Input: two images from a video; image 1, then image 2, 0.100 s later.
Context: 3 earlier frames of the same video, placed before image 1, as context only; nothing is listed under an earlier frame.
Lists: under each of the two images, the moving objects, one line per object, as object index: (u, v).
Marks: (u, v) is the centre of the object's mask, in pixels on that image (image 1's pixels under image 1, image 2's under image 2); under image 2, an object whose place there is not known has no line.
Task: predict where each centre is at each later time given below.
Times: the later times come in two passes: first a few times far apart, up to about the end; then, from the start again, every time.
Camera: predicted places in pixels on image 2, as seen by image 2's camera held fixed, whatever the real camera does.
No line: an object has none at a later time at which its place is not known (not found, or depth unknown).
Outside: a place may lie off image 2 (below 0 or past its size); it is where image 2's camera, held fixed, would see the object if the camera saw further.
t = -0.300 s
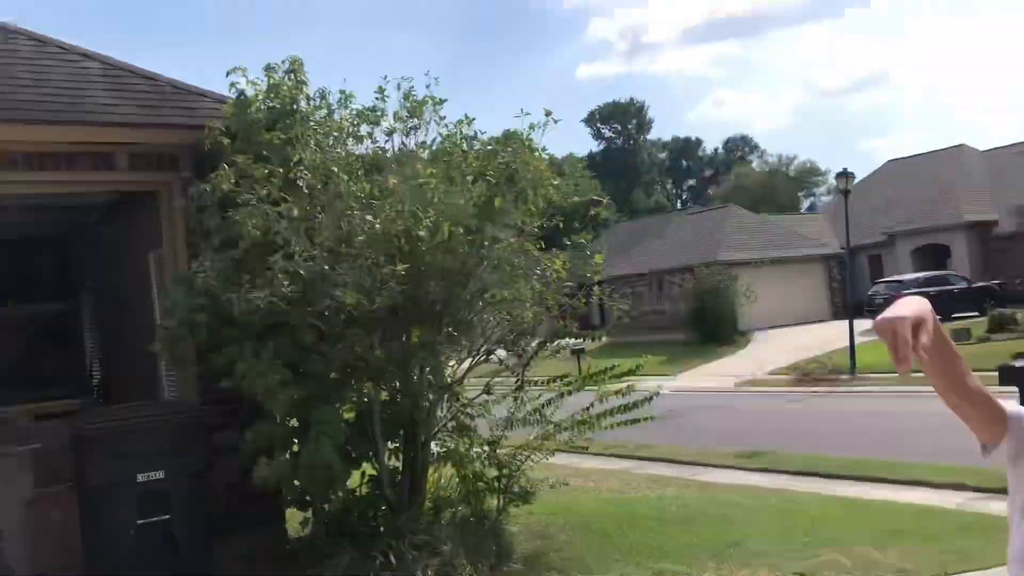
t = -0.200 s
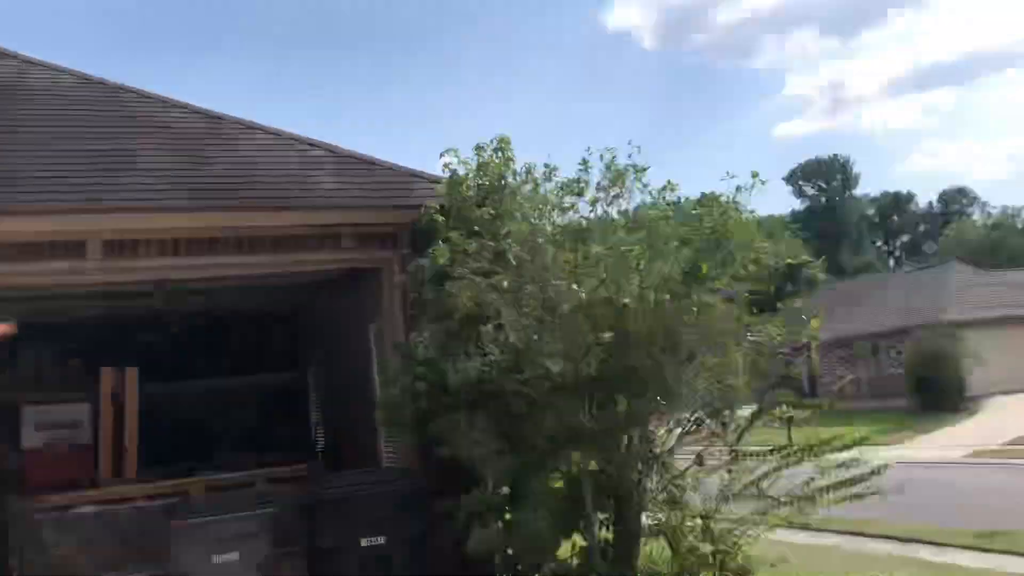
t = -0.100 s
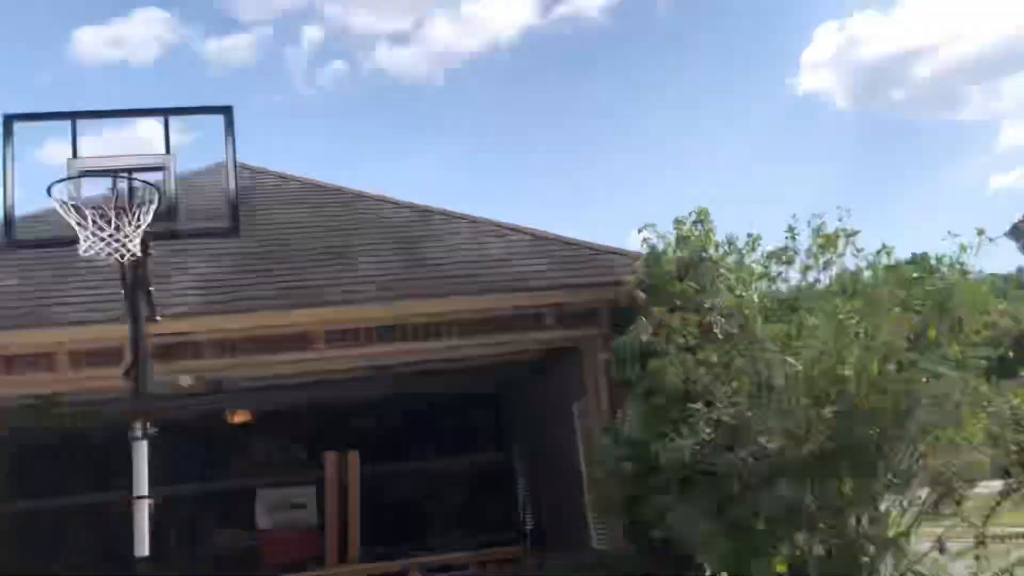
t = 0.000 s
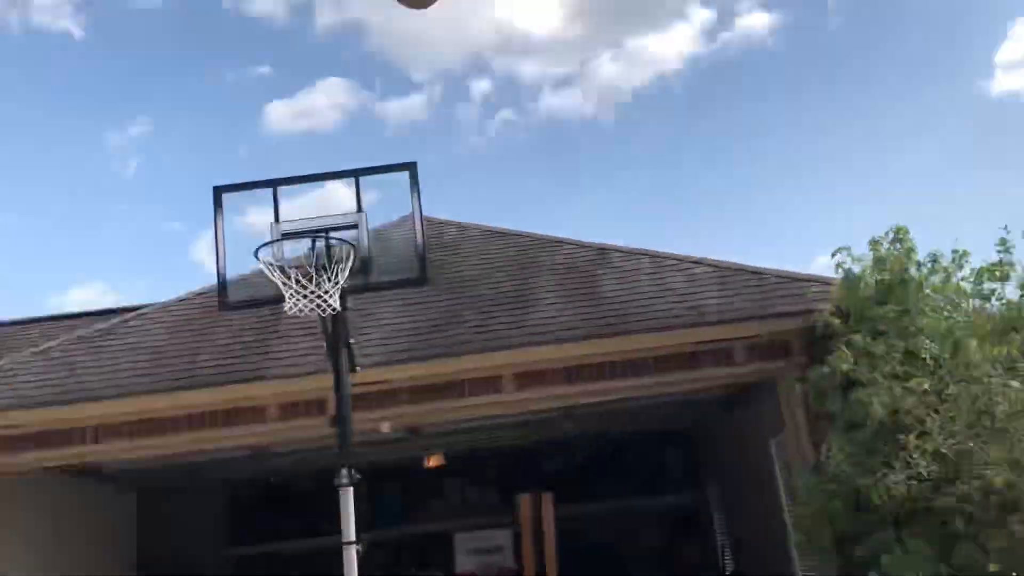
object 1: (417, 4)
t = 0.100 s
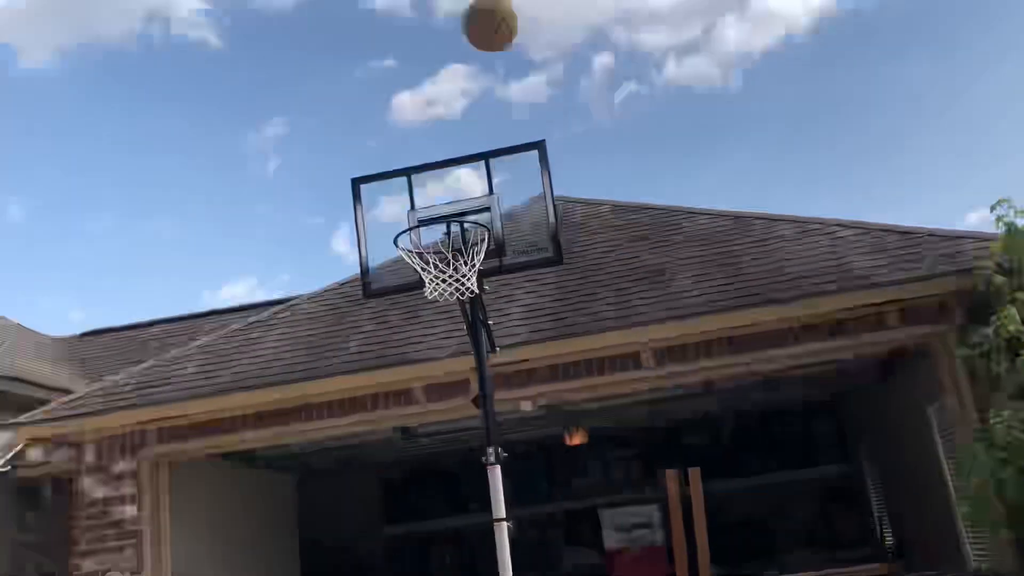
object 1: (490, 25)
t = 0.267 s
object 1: (432, 155)
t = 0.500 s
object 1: (352, 311)
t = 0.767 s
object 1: (205, 586)
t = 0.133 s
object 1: (477, 49)
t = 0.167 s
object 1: (465, 74)
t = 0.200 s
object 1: (454, 100)
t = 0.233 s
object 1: (443, 127)
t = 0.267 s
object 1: (432, 155)
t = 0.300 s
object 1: (424, 182)
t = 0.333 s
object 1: (416, 211)
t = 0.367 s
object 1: (409, 233)
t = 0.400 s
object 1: (398, 259)
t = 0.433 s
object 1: (384, 274)
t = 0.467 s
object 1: (368, 290)
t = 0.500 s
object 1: (352, 311)
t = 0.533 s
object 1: (336, 332)
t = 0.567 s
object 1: (320, 357)
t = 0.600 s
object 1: (302, 386)
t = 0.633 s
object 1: (284, 417)
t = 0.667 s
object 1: (265, 453)
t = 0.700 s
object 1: (246, 493)
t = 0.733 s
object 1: (226, 537)
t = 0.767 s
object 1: (205, 586)
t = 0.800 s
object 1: (181, 643)
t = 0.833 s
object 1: (159, 692)
